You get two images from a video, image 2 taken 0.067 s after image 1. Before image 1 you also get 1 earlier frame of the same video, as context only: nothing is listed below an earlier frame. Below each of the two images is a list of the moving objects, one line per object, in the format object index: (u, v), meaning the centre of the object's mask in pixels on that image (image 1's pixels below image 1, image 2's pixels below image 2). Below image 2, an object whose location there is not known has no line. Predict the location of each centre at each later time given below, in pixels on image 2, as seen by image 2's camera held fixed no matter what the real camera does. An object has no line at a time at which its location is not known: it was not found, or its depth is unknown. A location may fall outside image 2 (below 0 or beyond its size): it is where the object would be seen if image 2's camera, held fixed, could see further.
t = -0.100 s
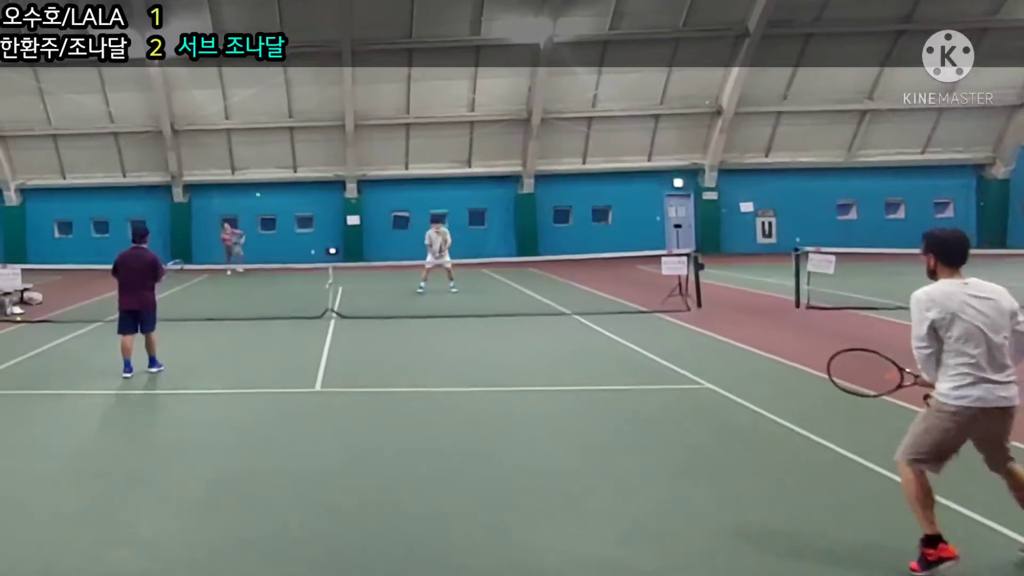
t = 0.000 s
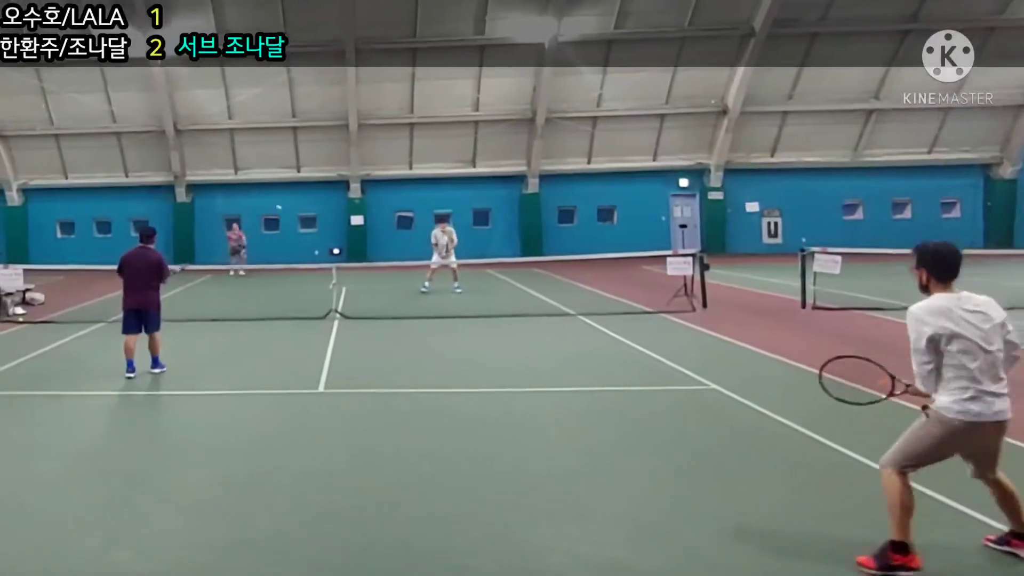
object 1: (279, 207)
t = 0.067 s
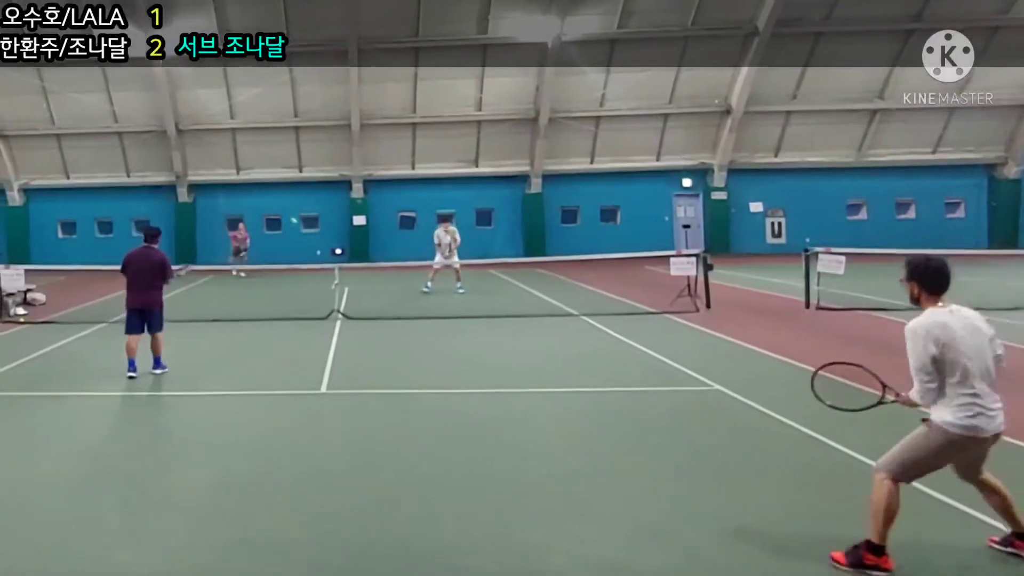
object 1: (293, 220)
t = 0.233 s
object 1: (329, 276)
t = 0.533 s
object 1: (411, 330)
